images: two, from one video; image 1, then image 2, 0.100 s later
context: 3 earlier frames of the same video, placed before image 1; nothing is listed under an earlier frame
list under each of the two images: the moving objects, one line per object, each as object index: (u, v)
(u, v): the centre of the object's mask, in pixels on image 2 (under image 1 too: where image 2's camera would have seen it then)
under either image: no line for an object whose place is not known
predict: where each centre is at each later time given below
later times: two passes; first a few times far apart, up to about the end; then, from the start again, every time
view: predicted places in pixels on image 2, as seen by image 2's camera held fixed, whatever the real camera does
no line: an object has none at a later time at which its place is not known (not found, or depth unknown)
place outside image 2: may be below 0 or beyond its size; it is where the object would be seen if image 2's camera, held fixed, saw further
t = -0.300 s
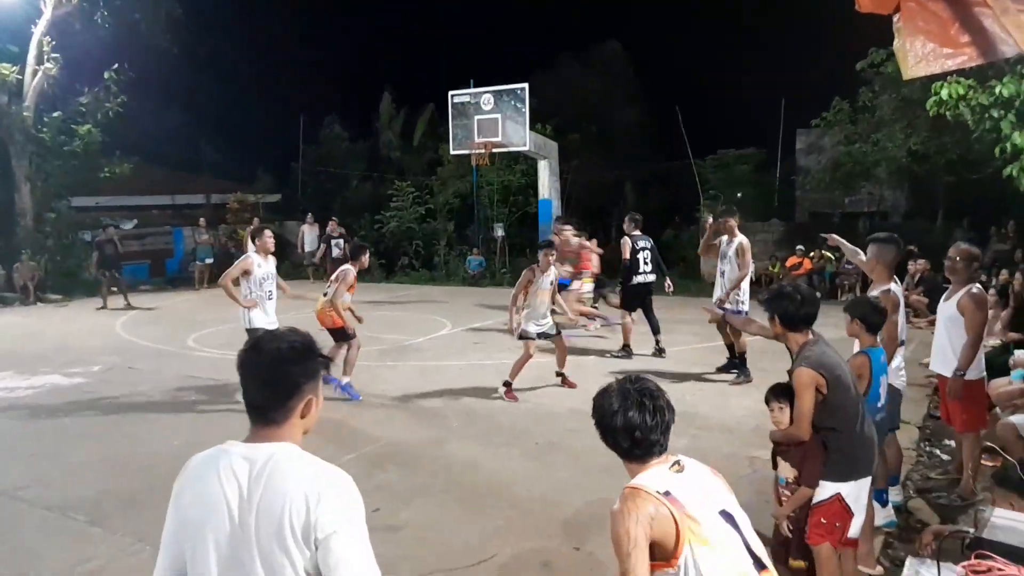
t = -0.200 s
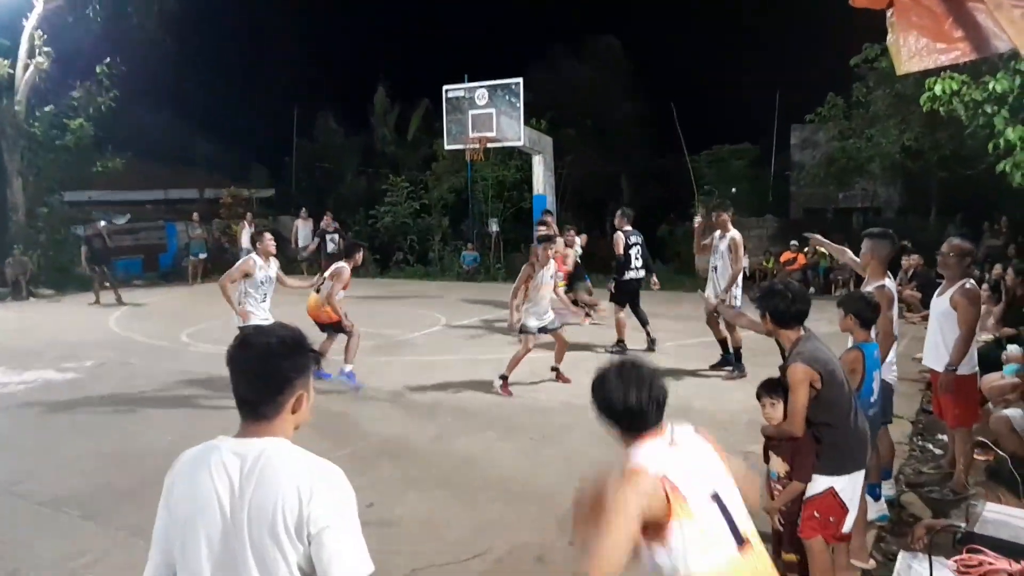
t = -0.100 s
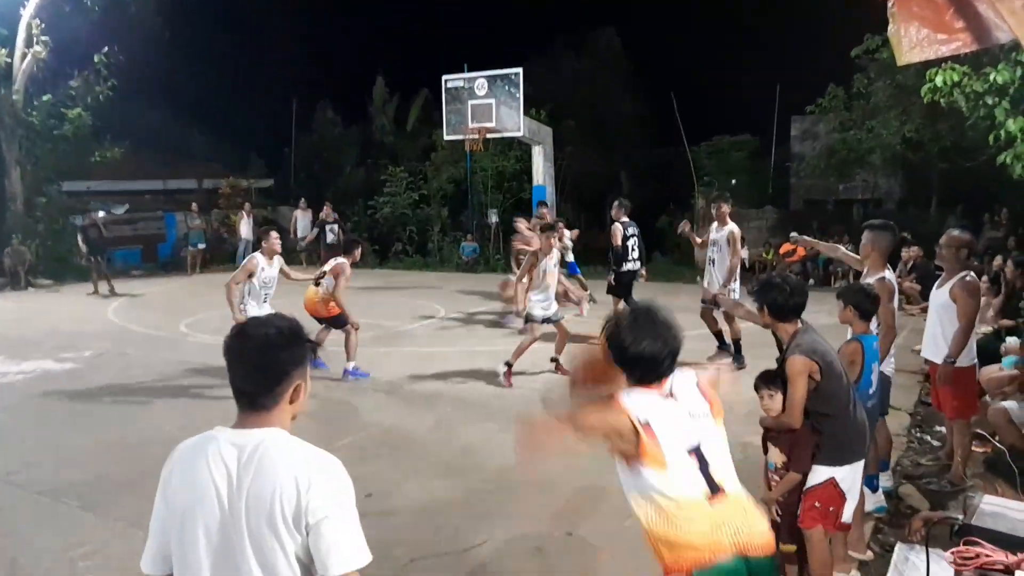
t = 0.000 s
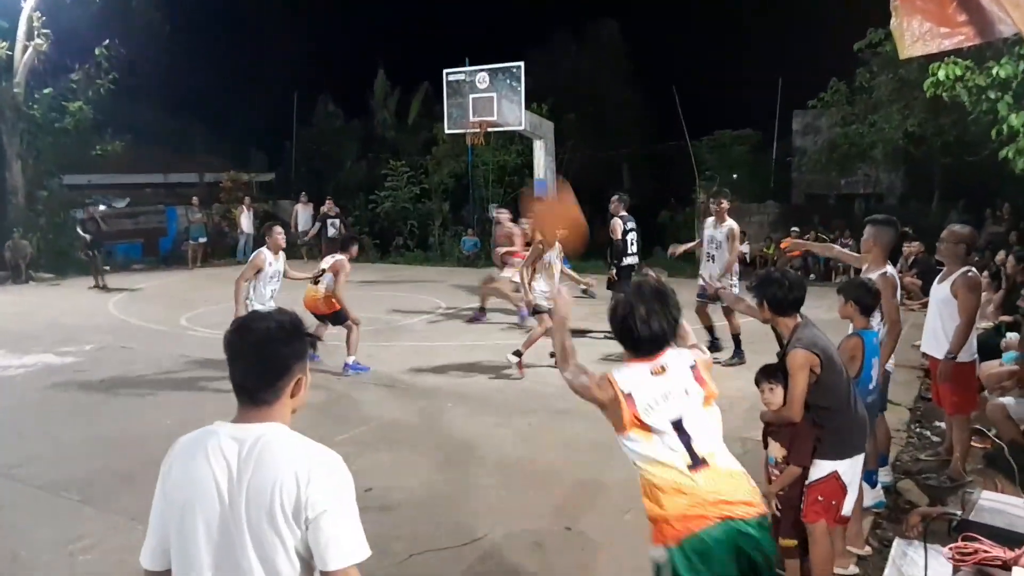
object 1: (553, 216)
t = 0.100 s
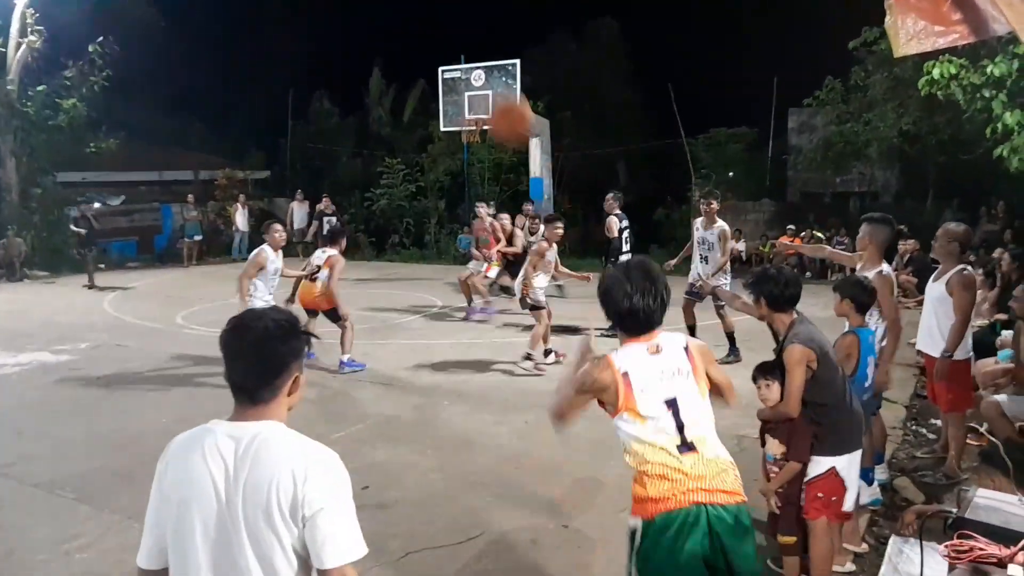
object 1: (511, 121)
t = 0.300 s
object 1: (463, 45)
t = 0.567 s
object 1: (432, 60)
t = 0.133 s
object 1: (501, 95)
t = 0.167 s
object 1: (492, 77)
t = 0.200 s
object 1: (482, 65)
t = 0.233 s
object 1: (475, 55)
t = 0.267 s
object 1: (469, 49)
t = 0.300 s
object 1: (463, 45)
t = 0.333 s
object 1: (459, 42)
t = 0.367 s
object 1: (454, 41)
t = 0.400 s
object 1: (449, 41)
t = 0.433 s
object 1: (445, 43)
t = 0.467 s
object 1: (441, 46)
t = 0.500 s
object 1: (438, 50)
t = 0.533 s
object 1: (435, 54)
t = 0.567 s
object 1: (432, 60)
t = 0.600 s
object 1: (429, 66)
